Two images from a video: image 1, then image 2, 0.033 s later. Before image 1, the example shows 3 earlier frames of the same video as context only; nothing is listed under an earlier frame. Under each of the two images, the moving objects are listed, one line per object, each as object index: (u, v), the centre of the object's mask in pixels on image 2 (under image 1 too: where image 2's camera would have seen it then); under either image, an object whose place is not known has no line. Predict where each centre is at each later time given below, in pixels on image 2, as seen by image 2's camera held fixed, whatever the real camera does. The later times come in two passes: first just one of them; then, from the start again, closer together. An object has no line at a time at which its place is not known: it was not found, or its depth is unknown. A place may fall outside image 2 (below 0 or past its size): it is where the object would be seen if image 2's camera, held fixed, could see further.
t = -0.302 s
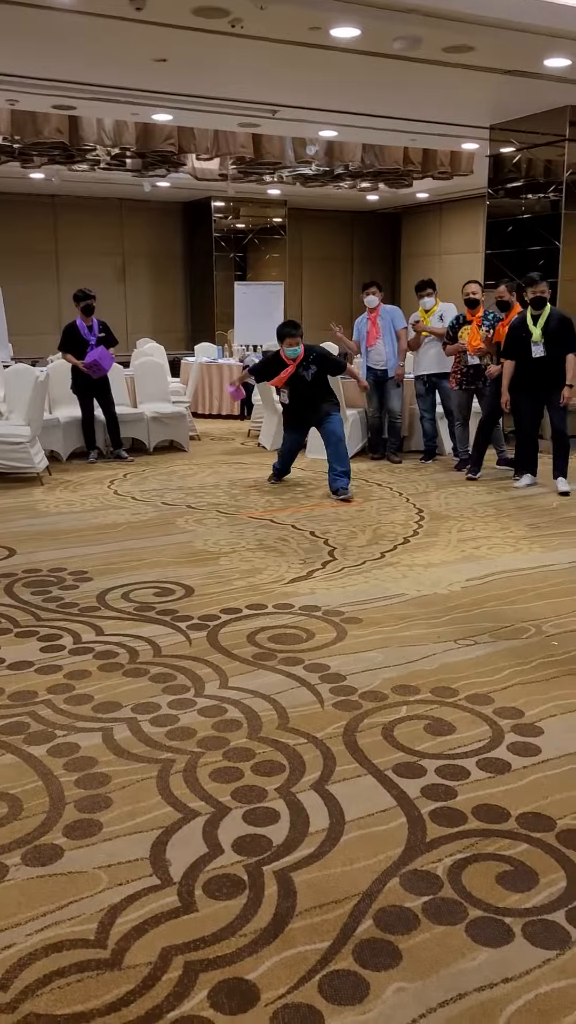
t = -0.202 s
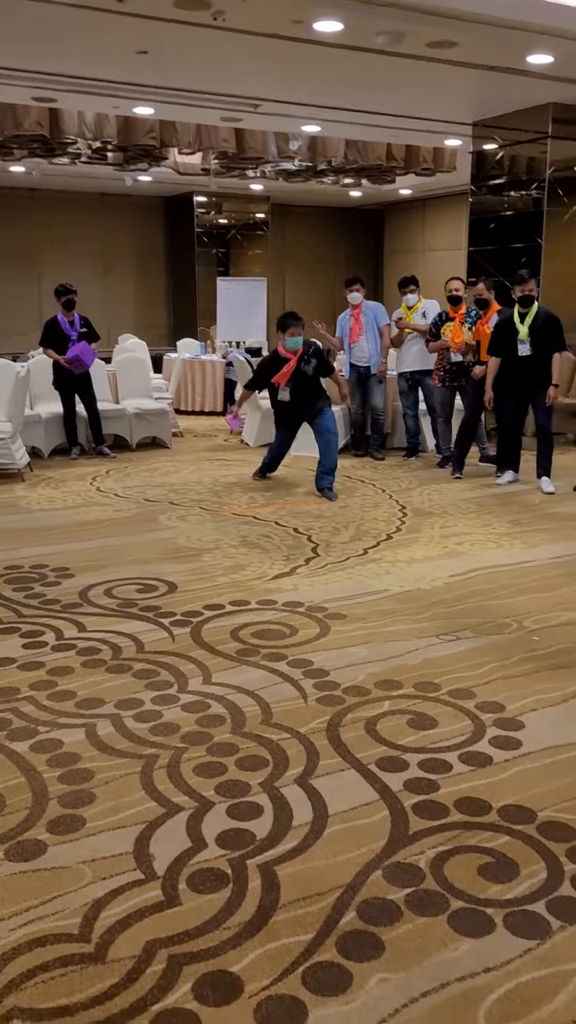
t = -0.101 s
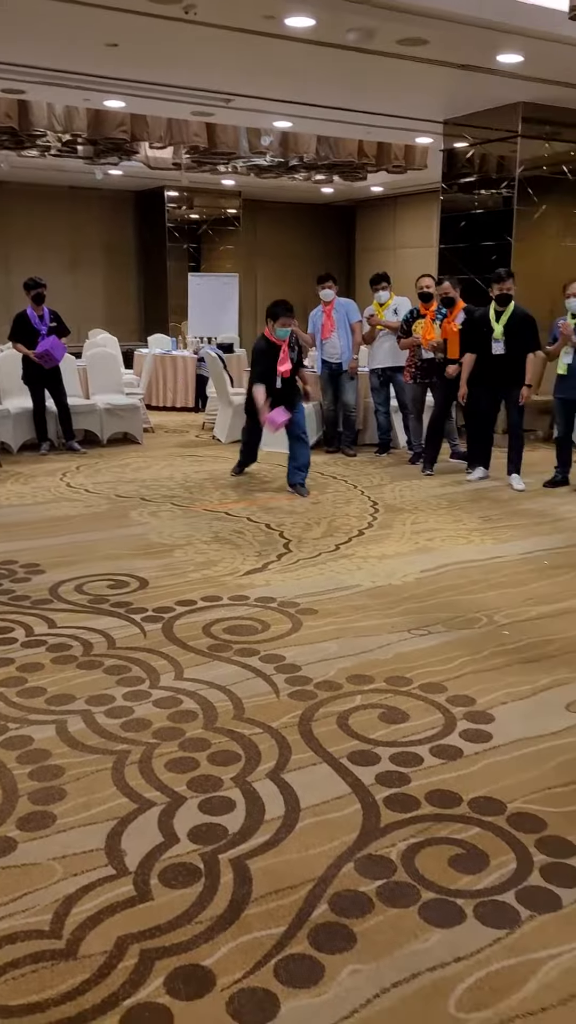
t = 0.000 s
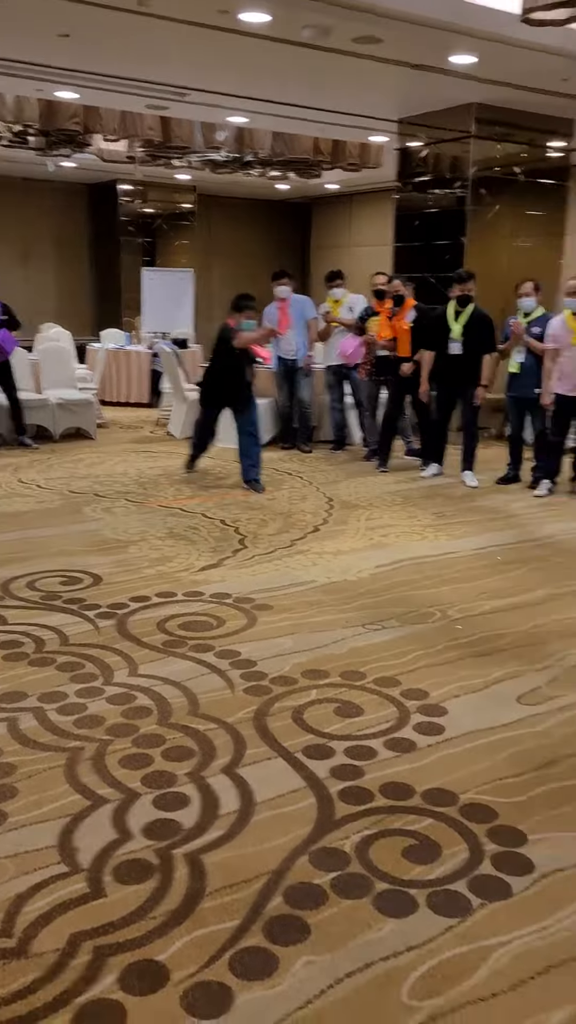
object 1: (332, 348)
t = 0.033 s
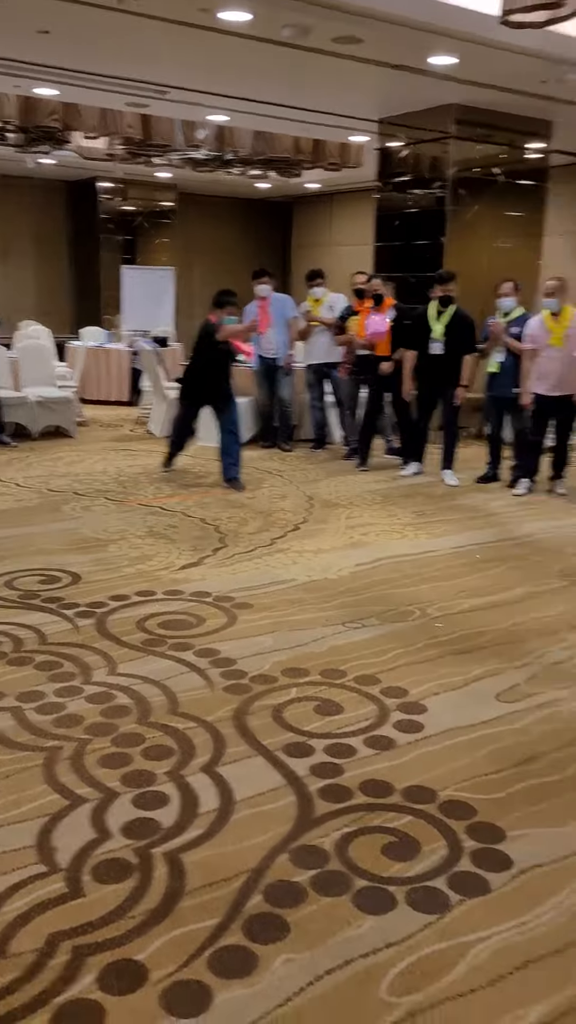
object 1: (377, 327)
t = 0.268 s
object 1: (809, 226)
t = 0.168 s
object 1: (595, 258)
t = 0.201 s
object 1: (661, 246)
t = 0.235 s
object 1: (732, 235)
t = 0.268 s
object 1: (809, 226)
